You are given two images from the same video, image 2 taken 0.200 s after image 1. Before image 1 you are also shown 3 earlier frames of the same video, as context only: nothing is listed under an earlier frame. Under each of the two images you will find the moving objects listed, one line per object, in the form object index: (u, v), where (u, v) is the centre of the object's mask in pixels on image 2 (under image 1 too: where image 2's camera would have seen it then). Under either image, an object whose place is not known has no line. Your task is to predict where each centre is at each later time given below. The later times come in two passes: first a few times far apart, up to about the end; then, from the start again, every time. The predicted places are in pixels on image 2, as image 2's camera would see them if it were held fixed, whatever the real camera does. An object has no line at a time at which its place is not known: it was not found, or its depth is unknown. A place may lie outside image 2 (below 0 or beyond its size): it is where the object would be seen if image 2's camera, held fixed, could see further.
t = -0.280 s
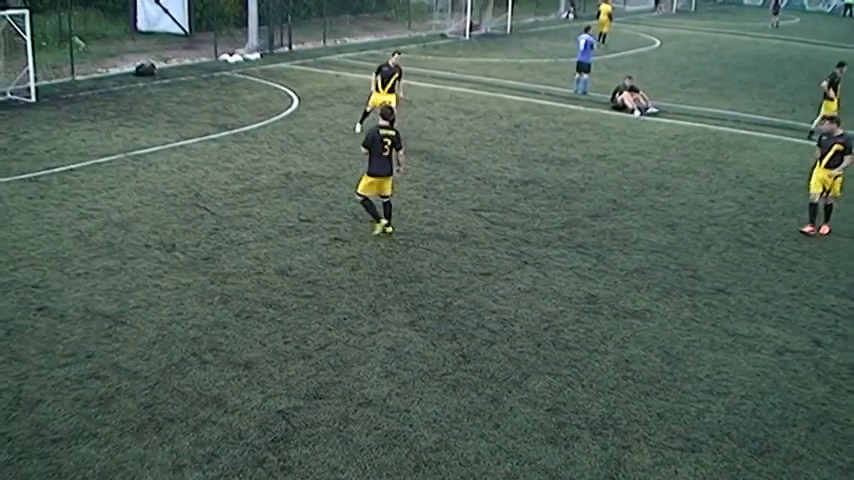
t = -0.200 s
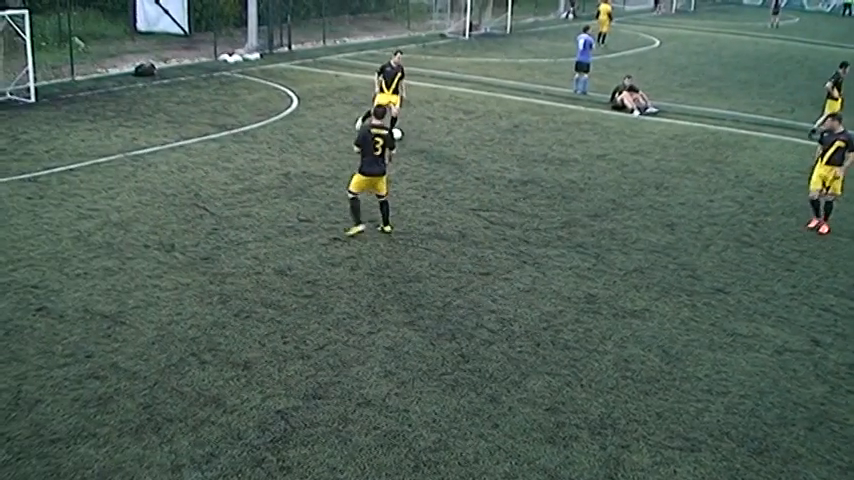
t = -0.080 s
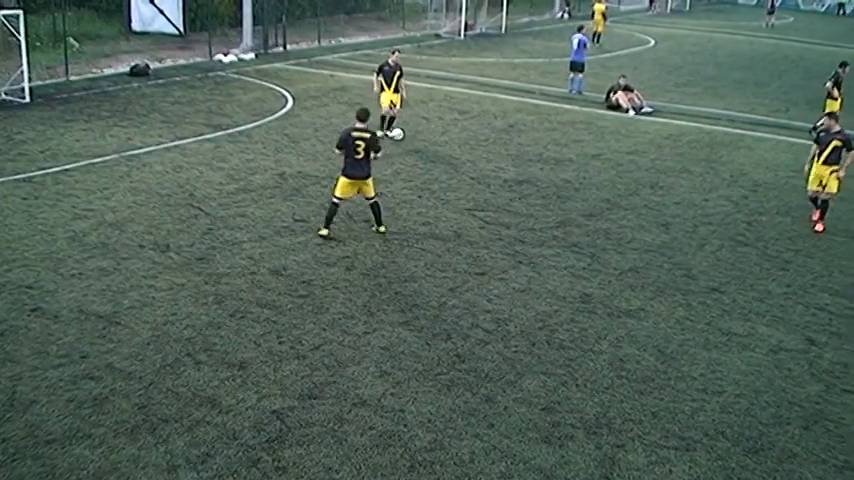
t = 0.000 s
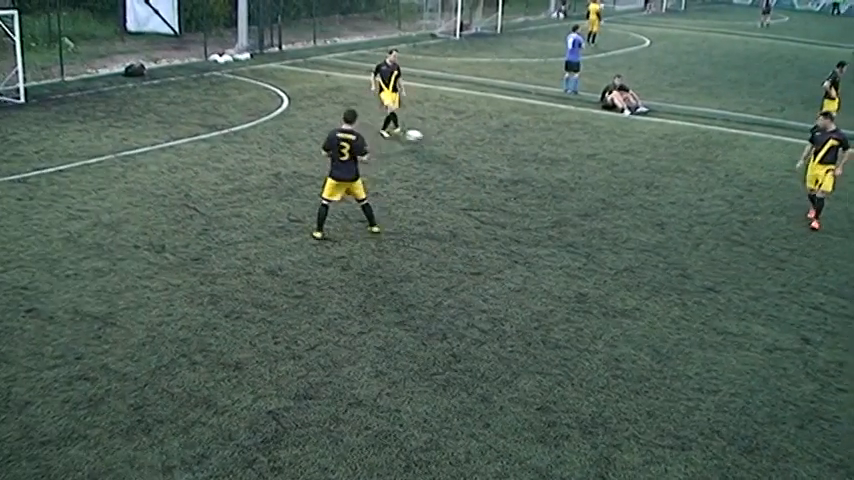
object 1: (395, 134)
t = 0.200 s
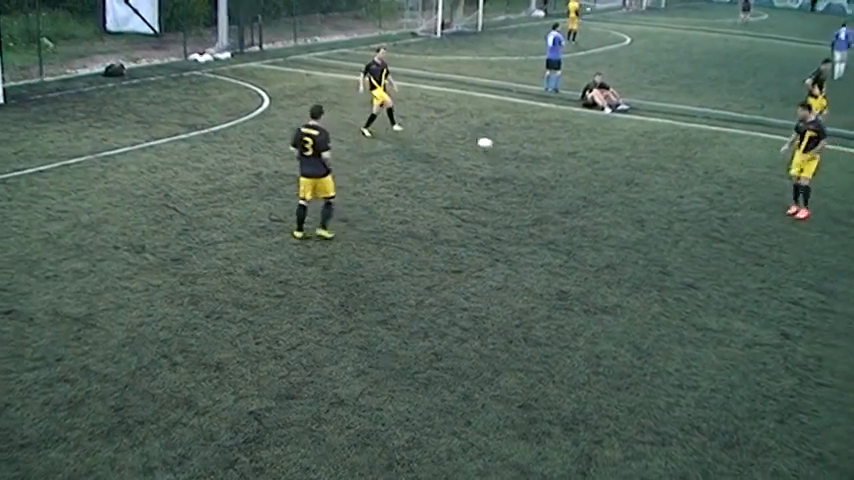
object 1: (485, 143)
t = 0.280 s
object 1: (520, 150)
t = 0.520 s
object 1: (616, 162)
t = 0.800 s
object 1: (712, 173)
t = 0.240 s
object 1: (503, 146)
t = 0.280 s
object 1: (520, 150)
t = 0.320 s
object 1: (537, 152)
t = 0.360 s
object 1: (553, 154)
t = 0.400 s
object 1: (570, 156)
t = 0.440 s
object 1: (586, 159)
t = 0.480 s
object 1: (601, 160)
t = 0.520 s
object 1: (616, 162)
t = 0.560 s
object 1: (630, 163)
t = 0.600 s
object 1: (644, 165)
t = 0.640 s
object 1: (659, 167)
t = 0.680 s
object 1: (672, 168)
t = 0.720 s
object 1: (686, 170)
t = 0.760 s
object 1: (699, 171)
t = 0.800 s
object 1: (712, 173)
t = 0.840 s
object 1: (725, 175)
